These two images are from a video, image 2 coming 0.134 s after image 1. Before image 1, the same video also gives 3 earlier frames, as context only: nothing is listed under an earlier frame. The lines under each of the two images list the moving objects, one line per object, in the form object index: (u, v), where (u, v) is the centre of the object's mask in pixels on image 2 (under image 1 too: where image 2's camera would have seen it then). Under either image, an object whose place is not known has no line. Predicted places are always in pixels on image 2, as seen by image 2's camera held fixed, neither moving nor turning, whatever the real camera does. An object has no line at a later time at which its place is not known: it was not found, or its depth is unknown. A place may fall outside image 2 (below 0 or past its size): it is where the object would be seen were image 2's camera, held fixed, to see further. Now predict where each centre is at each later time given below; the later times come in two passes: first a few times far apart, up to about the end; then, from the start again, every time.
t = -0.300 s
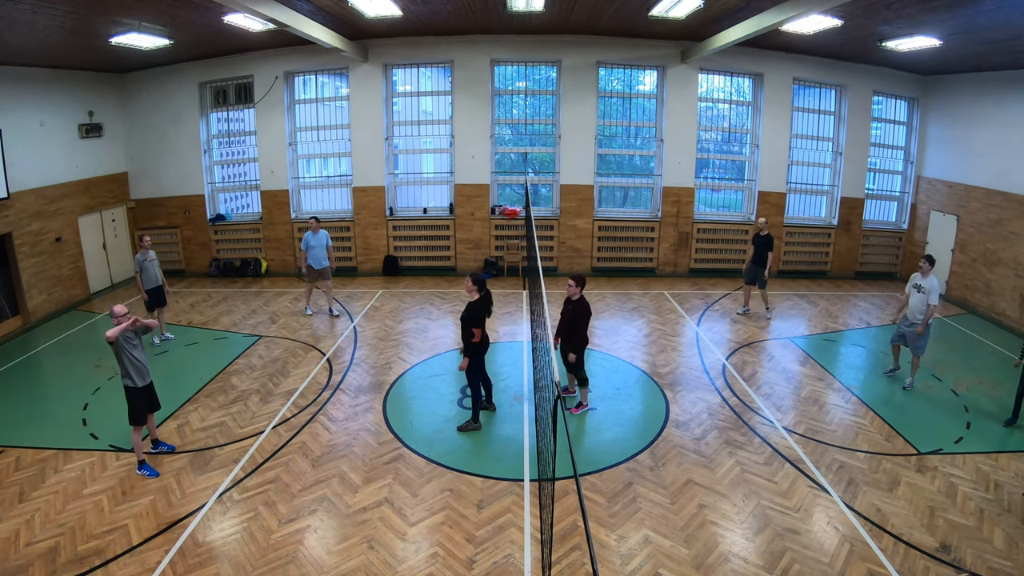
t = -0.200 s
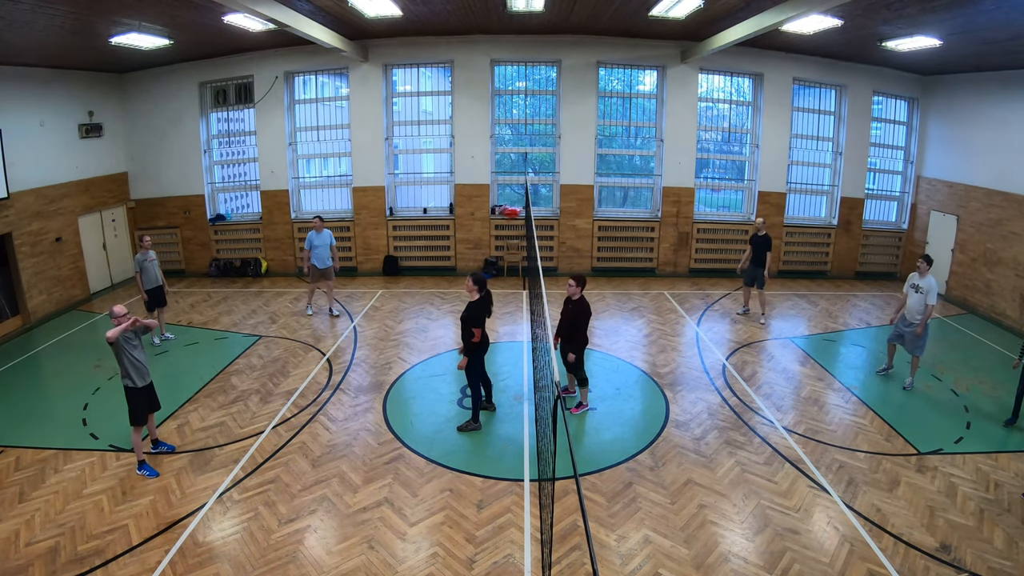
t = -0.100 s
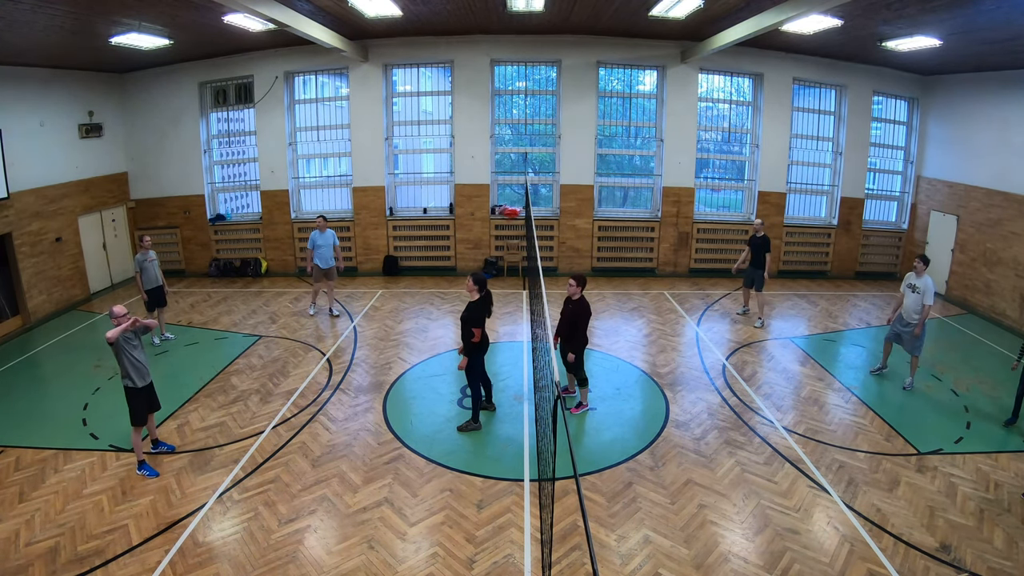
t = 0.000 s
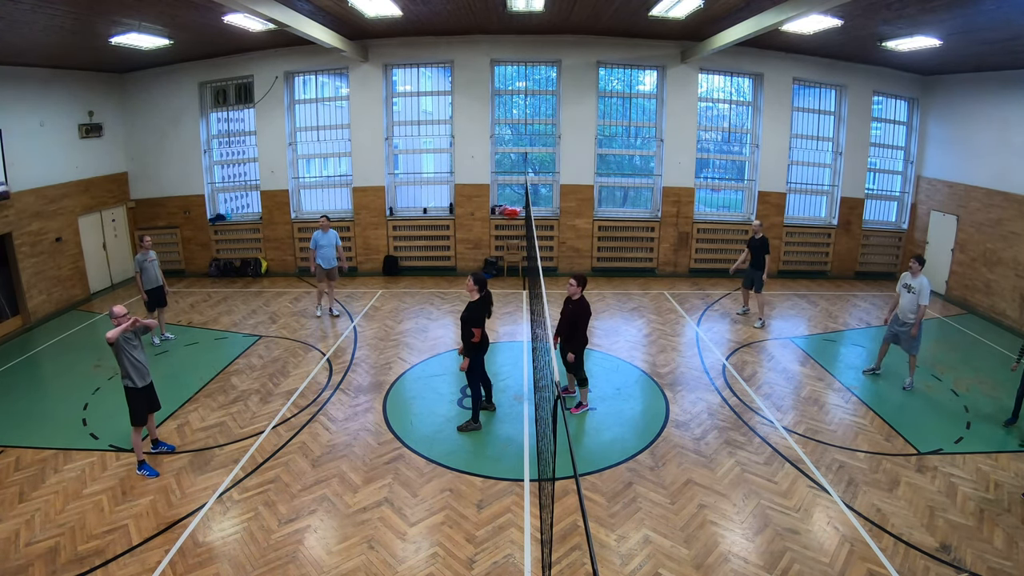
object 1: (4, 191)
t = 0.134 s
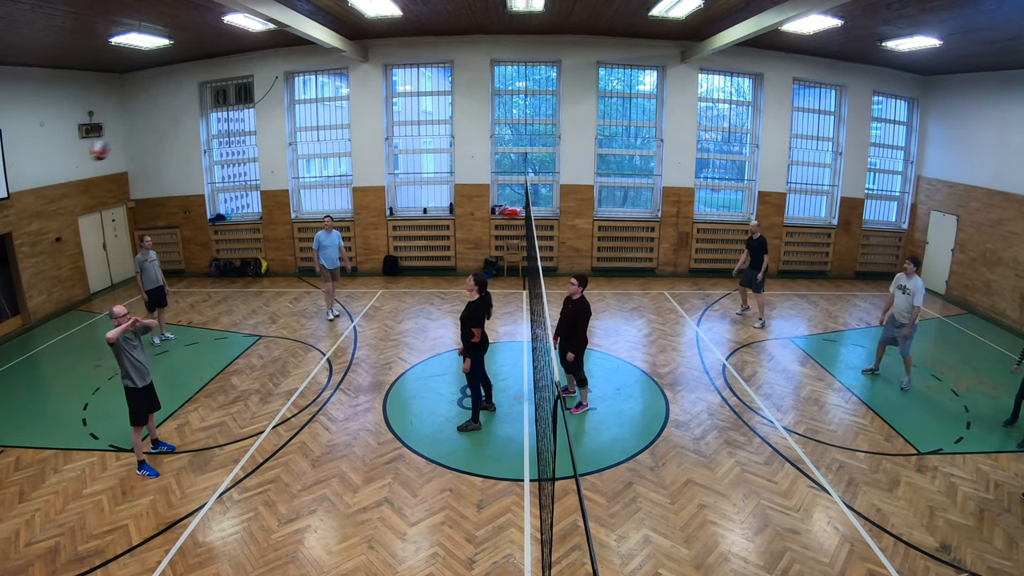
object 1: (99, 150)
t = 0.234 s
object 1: (193, 131)
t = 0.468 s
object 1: (458, 133)
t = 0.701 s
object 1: (700, 208)
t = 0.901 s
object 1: (834, 293)
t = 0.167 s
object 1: (128, 142)
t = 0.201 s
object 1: (160, 135)
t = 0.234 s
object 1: (193, 131)
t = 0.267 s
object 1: (227, 126)
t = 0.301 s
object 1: (264, 124)
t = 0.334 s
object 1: (300, 122)
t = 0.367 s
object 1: (340, 122)
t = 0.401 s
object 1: (379, 124)
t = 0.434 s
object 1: (418, 128)
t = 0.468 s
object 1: (458, 133)
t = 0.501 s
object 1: (497, 140)
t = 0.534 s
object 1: (535, 149)
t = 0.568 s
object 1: (572, 158)
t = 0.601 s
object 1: (606, 169)
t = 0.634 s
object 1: (640, 182)
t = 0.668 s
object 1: (671, 195)
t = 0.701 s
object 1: (700, 208)
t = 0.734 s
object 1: (725, 221)
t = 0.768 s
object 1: (753, 235)
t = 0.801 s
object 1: (775, 248)
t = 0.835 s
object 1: (797, 265)
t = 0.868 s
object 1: (816, 278)
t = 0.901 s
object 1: (834, 293)
